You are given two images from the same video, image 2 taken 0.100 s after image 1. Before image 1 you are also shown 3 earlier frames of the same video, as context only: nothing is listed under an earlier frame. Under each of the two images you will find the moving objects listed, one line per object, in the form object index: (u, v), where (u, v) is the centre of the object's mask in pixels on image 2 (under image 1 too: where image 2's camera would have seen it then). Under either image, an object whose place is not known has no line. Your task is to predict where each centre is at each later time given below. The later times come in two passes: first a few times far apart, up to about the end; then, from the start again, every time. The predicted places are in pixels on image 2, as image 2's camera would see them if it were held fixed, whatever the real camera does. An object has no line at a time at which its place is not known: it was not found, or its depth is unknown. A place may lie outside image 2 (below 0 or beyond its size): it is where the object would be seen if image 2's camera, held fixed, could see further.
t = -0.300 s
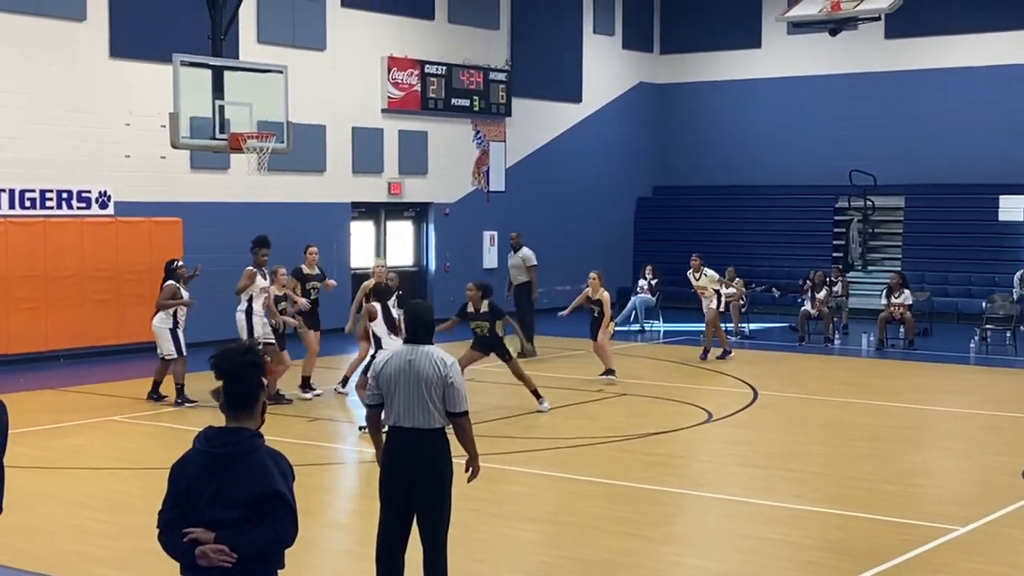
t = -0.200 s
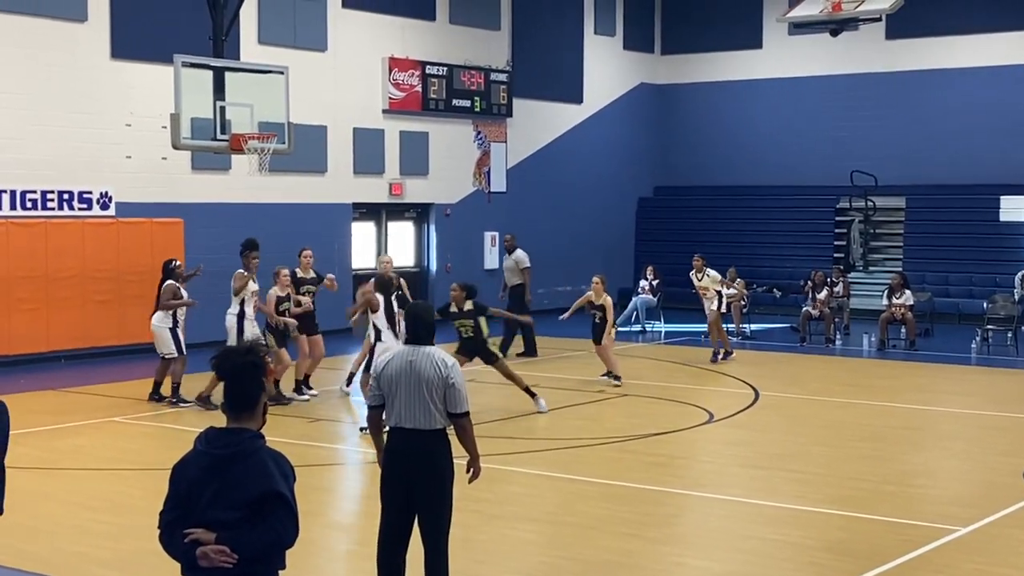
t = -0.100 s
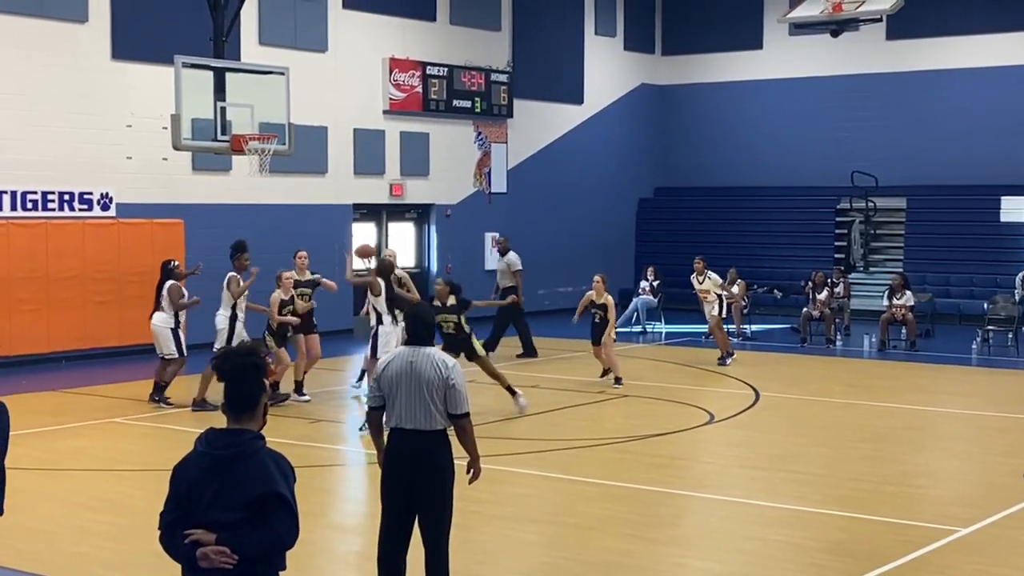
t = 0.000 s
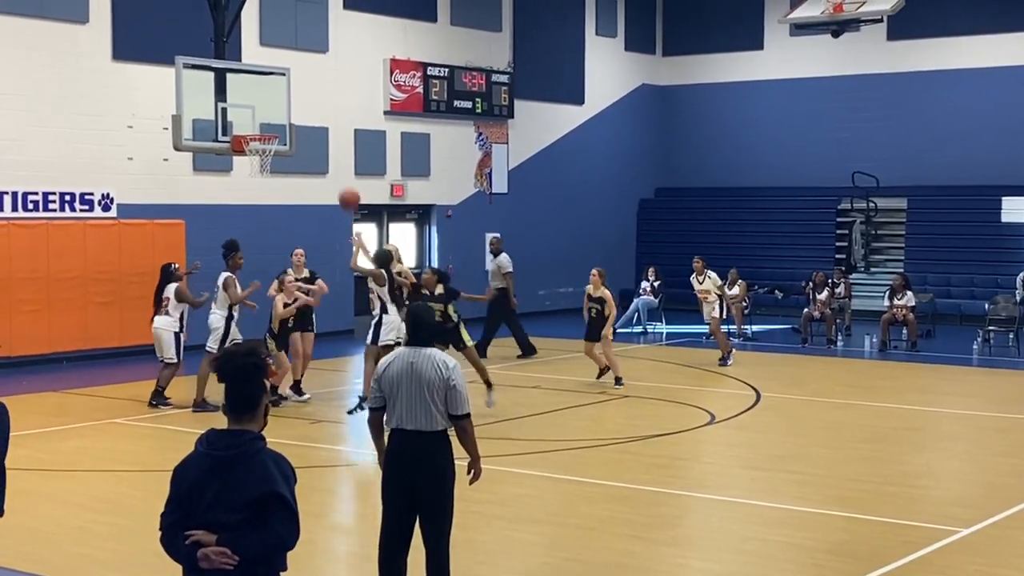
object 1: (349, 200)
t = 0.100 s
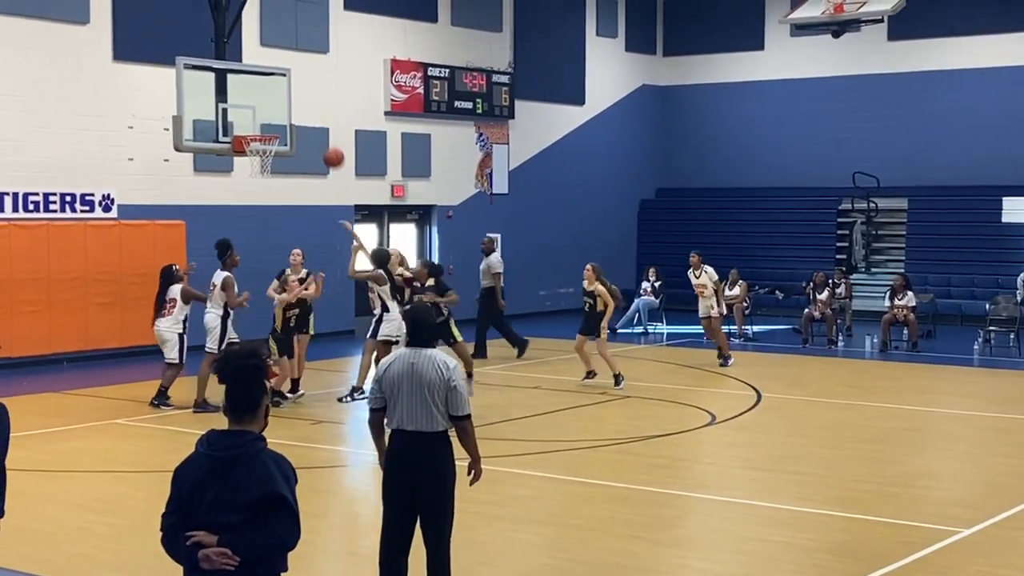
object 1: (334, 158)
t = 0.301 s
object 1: (303, 106)
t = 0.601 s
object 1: (264, 100)
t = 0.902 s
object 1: (276, 125)
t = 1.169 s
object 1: (295, 114)
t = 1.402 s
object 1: (314, 153)
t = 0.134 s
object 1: (328, 146)
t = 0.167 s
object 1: (323, 136)
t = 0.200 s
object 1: (318, 127)
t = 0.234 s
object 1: (313, 119)
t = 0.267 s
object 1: (308, 112)
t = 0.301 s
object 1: (303, 106)
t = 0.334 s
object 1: (298, 102)
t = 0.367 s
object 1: (294, 98)
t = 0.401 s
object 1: (289, 96)
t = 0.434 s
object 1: (285, 94)
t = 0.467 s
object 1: (280, 93)
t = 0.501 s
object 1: (276, 94)
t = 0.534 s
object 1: (272, 95)
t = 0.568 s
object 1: (268, 97)
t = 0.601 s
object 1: (264, 100)
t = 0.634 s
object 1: (260, 104)
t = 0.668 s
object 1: (257, 109)
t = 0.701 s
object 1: (253, 114)
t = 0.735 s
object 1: (249, 120)
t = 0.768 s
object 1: (252, 125)
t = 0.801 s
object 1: (259, 128)
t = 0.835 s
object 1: (266, 128)
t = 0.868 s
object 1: (272, 128)
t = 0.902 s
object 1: (276, 125)
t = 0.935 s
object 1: (278, 121)
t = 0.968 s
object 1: (281, 117)
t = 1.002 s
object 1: (283, 114)
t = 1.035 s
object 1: (285, 113)
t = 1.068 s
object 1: (288, 112)
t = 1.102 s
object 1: (290, 112)
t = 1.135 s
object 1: (293, 112)
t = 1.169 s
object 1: (295, 114)
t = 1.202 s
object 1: (298, 117)
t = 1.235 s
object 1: (300, 120)
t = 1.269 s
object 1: (303, 125)
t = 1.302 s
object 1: (306, 131)
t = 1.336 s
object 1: (309, 137)
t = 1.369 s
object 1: (311, 145)
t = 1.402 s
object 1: (314, 153)
